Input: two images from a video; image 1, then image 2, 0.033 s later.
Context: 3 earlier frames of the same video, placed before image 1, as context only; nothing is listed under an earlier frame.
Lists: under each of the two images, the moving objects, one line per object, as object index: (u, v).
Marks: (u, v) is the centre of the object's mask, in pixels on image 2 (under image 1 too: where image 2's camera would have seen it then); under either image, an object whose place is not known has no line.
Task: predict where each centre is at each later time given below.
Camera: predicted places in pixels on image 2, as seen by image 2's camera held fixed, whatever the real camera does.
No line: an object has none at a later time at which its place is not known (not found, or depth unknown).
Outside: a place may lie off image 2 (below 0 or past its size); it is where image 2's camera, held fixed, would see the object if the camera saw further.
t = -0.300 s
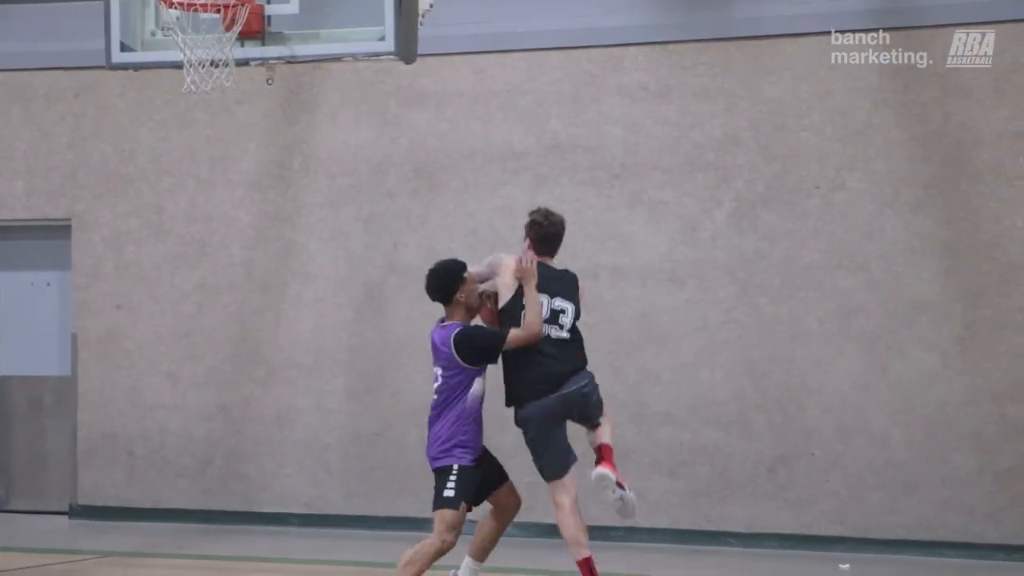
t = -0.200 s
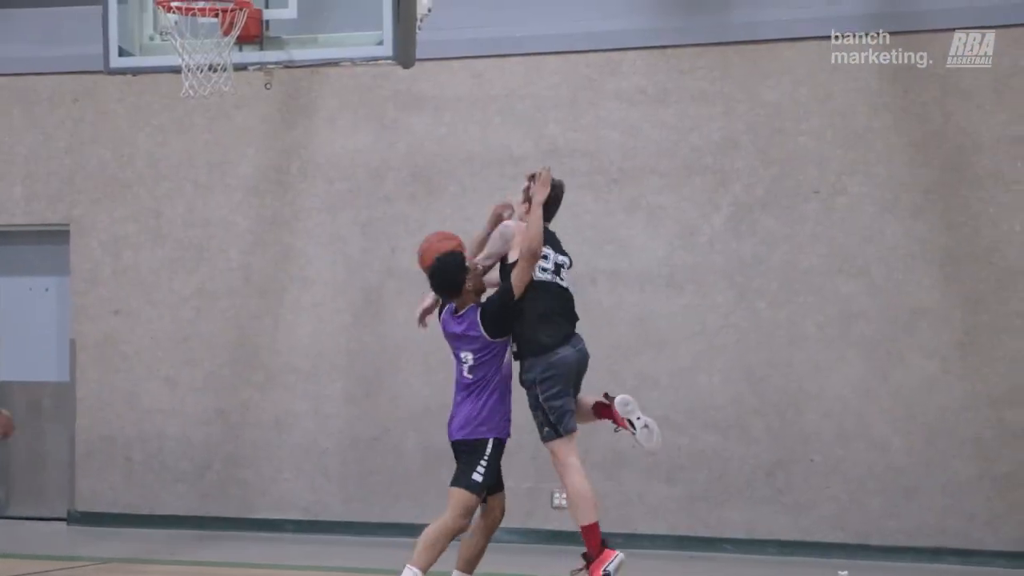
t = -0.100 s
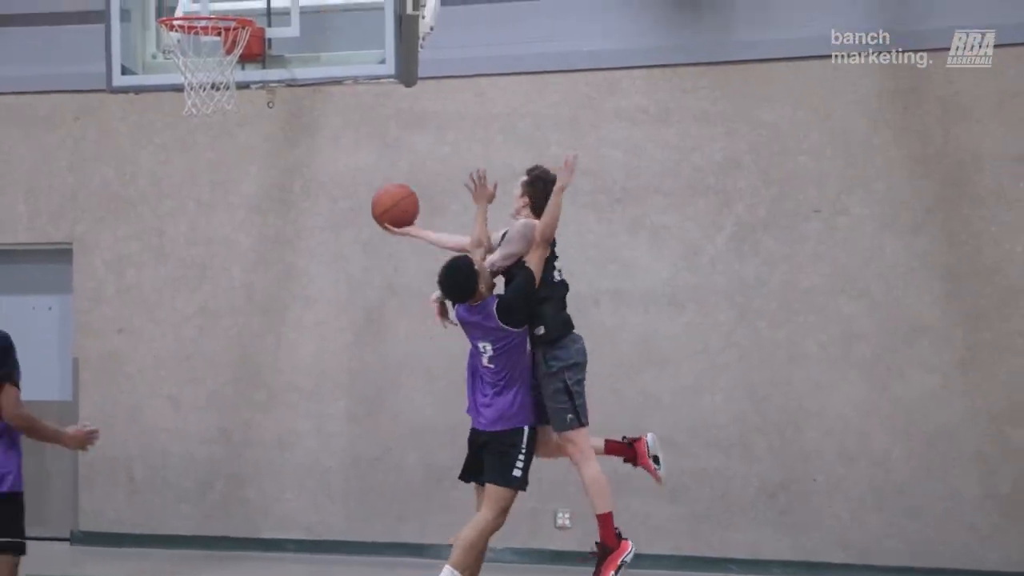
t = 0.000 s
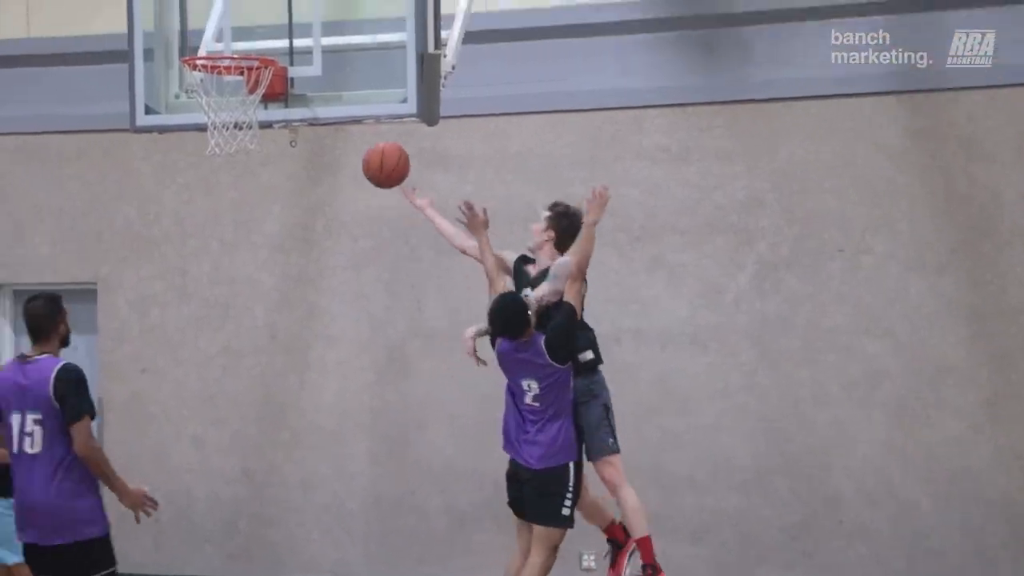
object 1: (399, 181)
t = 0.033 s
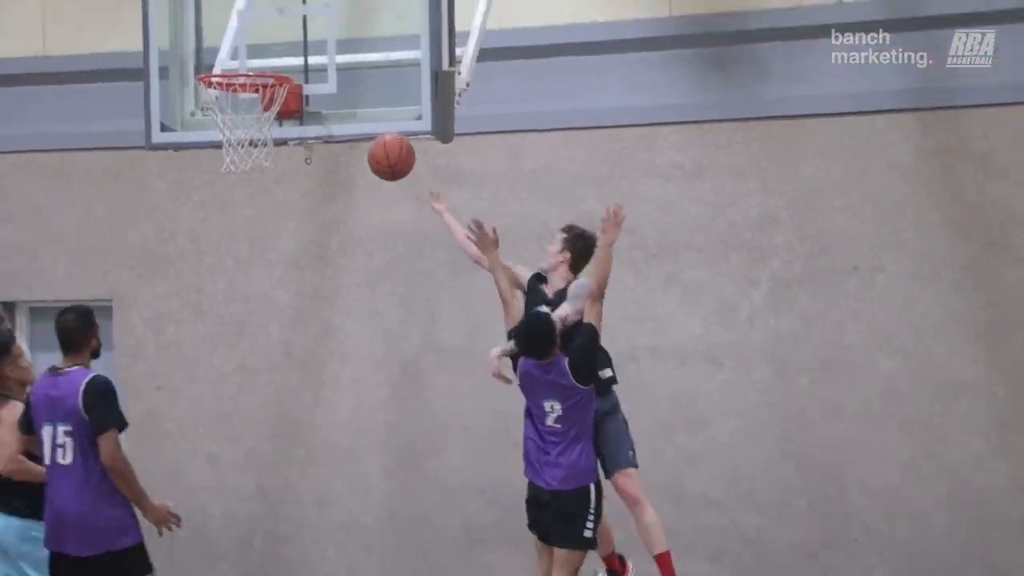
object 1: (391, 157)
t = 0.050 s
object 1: (387, 146)
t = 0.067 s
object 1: (381, 135)
